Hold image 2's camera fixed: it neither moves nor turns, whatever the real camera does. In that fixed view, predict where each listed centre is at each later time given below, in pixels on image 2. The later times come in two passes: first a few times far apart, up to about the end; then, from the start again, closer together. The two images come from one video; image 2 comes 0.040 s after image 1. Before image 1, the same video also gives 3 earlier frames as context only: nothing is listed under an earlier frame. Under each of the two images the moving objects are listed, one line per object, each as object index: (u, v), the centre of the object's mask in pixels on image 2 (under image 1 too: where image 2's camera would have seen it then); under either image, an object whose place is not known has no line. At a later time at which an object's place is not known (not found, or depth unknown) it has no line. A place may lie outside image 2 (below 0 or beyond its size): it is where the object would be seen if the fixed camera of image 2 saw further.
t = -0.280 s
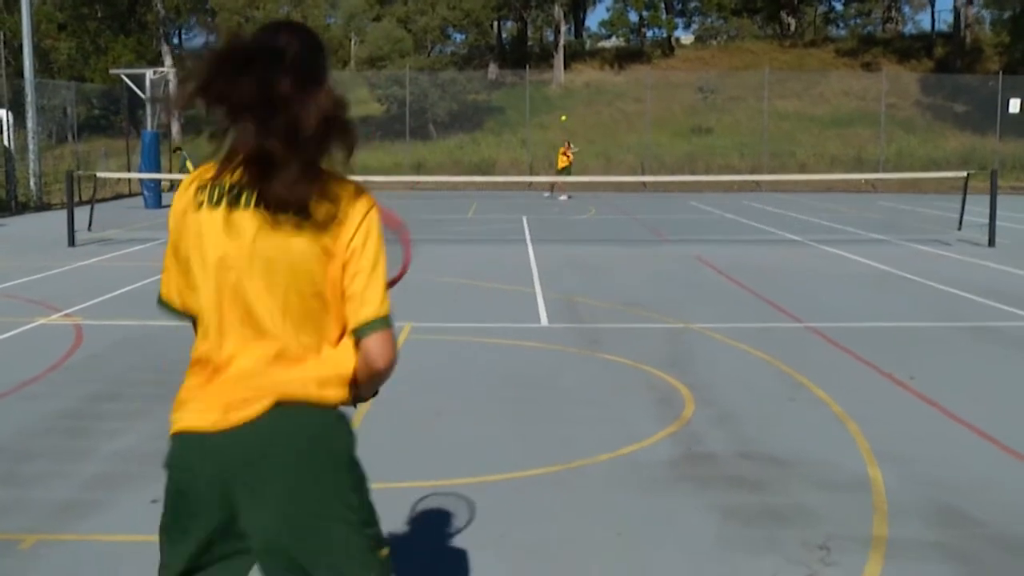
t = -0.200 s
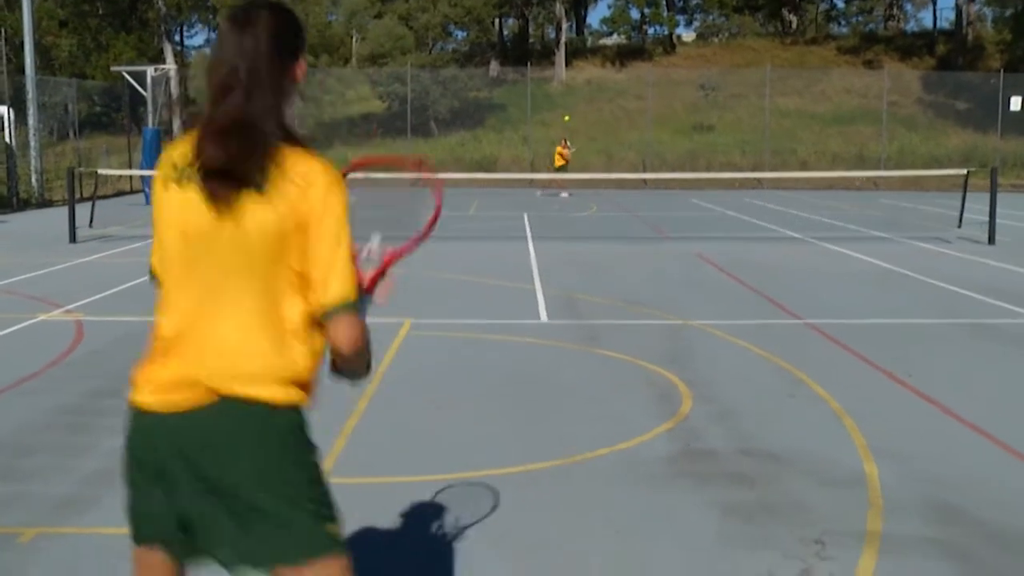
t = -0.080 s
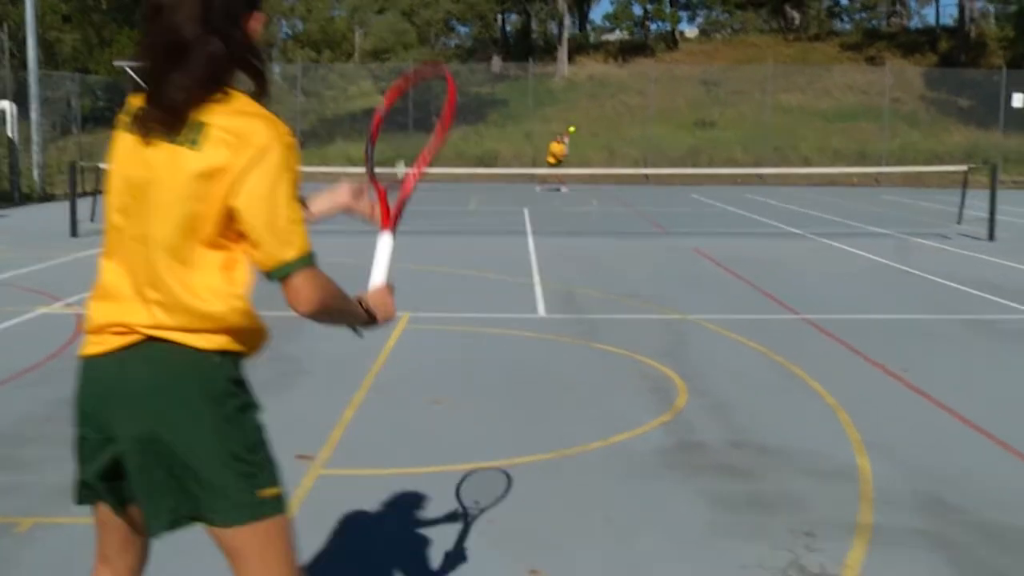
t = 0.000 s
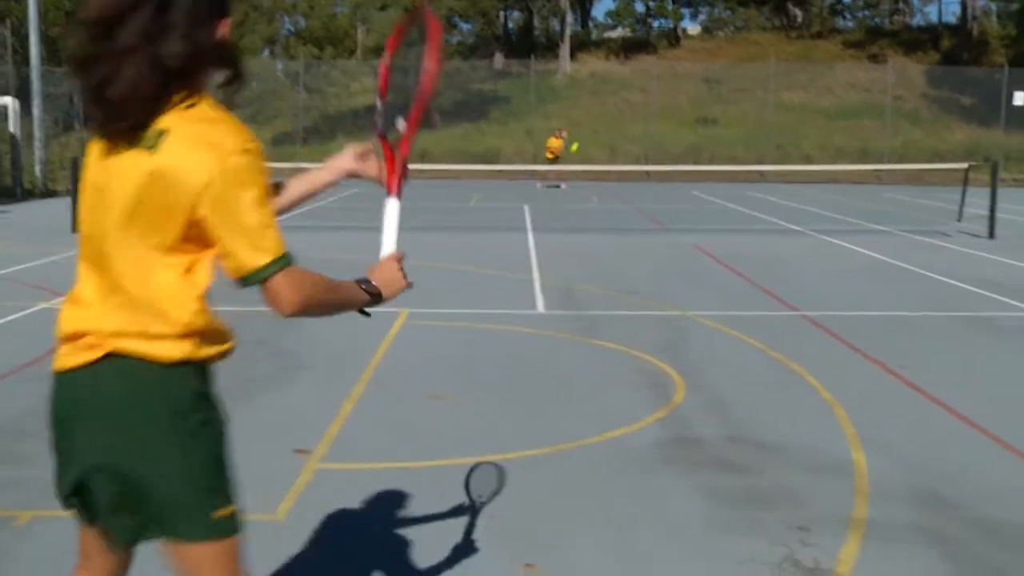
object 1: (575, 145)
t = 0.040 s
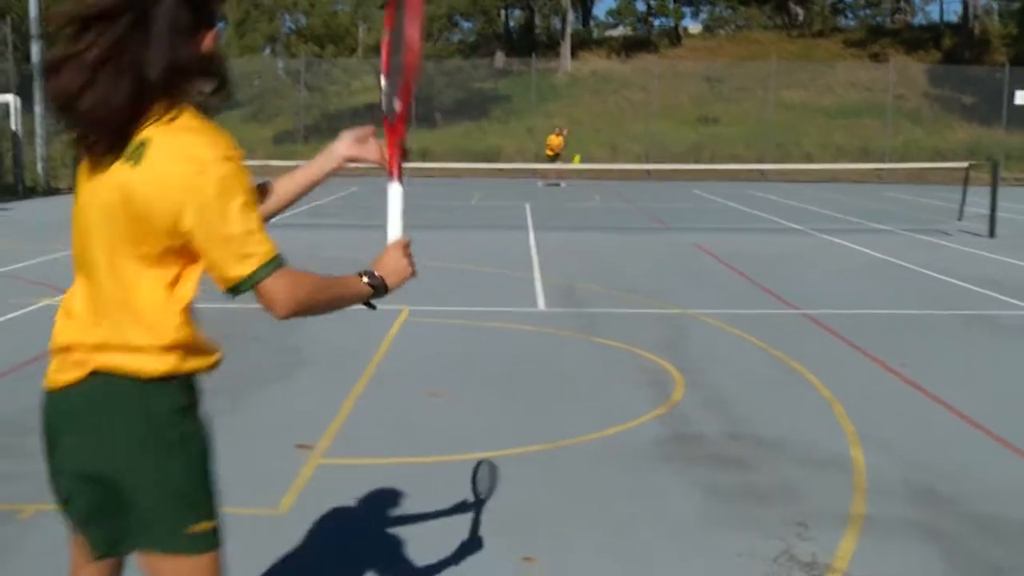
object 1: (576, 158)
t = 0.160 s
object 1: (580, 227)
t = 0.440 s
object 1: (584, 267)
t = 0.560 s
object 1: (579, 242)
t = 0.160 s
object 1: (580, 227)
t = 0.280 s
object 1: (586, 330)
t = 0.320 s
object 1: (586, 311)
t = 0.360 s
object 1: (585, 295)
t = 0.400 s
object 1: (584, 280)
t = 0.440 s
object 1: (584, 267)
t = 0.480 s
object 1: (583, 256)
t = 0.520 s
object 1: (581, 248)
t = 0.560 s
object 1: (579, 242)
